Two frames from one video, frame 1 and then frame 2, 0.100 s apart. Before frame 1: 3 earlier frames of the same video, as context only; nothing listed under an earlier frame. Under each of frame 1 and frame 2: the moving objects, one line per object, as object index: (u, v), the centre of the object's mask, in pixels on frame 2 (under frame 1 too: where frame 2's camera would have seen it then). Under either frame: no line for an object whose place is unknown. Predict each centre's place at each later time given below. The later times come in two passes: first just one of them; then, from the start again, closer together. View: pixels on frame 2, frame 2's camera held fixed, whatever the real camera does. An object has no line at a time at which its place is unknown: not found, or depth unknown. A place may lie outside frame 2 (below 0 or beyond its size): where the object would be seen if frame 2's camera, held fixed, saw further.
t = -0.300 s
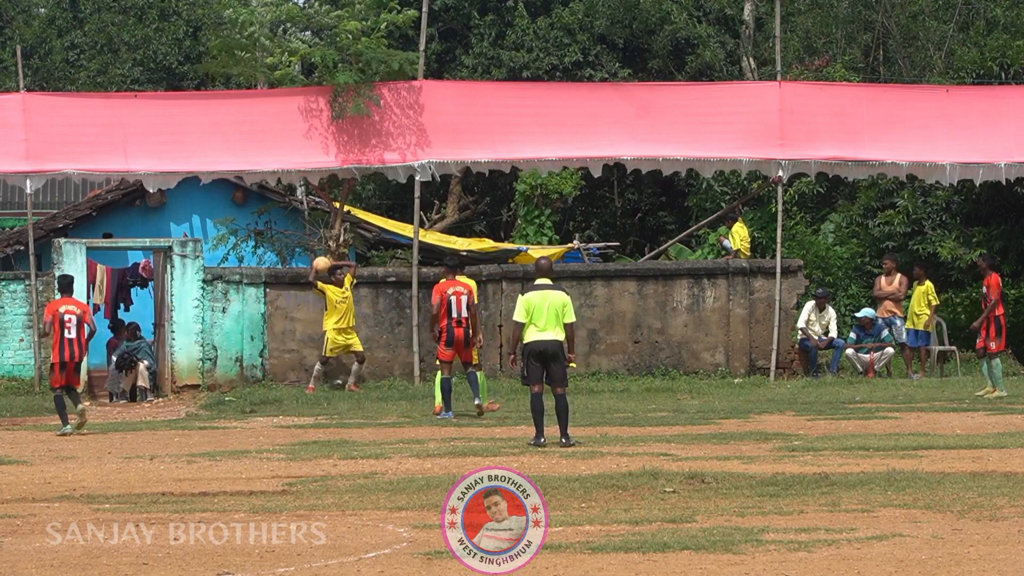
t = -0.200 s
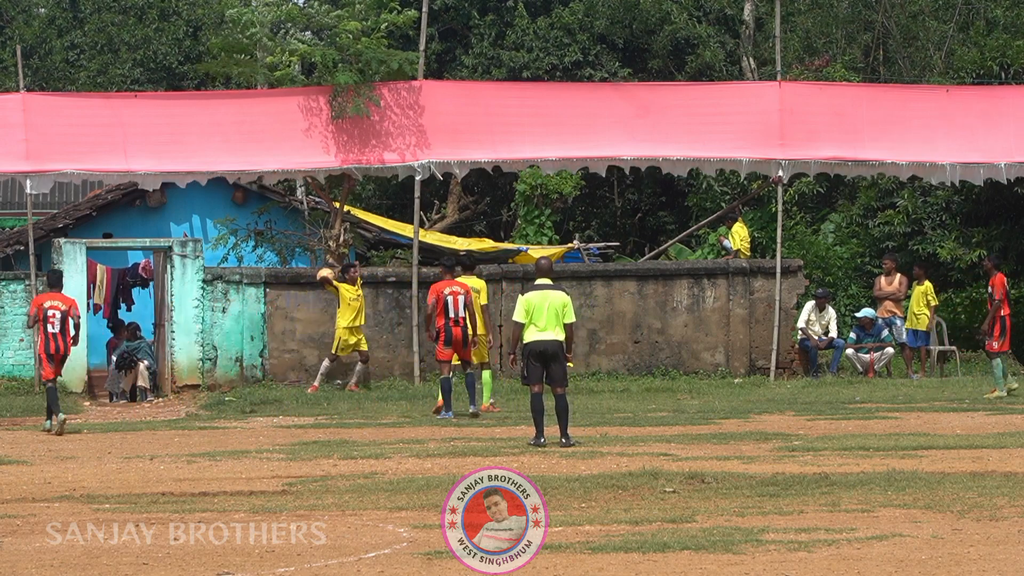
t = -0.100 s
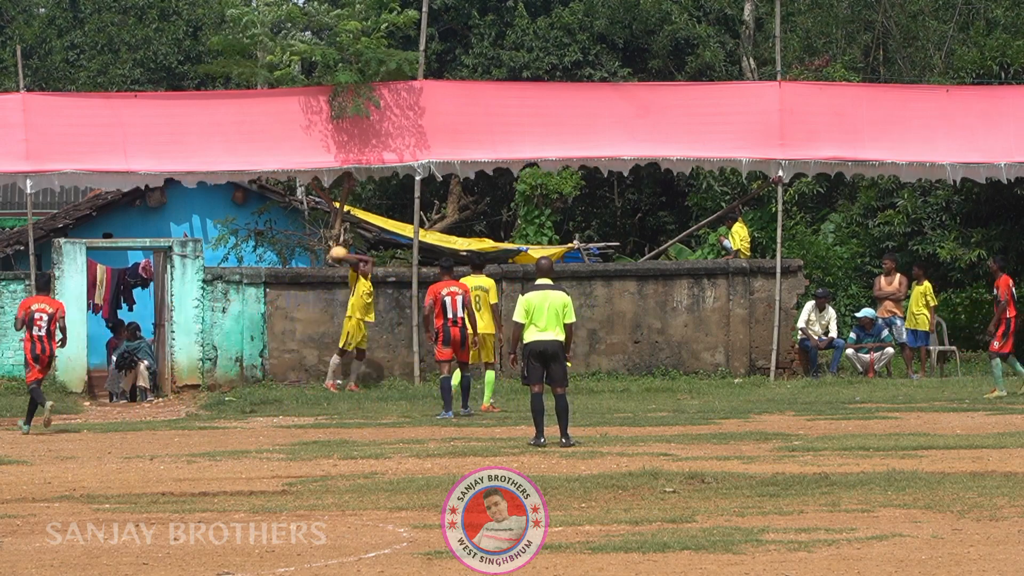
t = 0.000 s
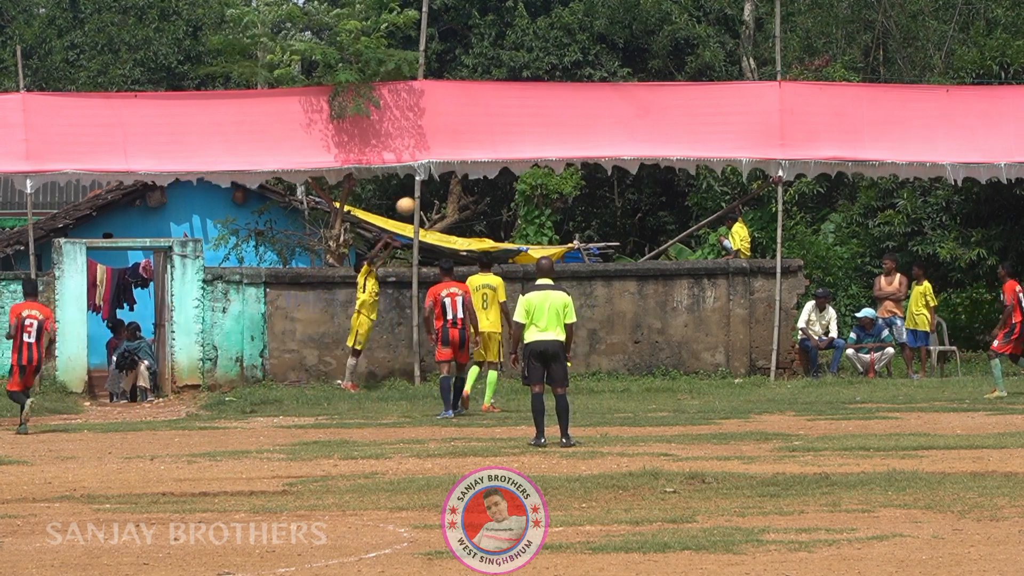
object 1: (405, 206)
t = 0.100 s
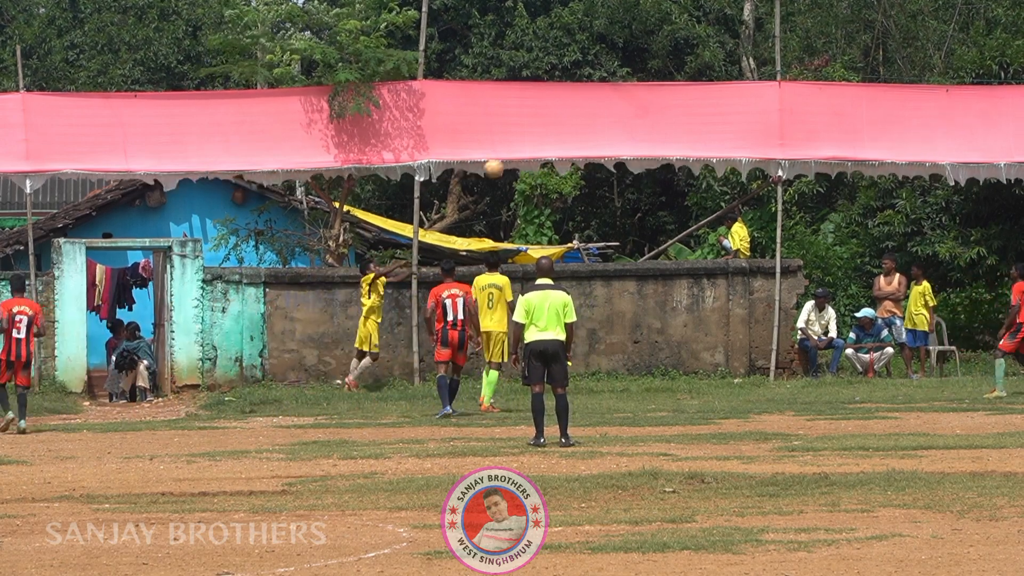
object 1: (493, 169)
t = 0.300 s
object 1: (672, 118)
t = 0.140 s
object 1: (530, 156)
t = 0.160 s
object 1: (547, 150)
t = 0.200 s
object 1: (582, 139)
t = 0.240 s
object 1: (618, 130)
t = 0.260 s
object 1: (636, 125)
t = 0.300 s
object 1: (672, 118)
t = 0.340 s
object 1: (711, 110)
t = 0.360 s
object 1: (730, 107)
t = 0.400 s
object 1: (766, 100)
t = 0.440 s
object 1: (795, 98)
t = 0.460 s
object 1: (810, 96)
